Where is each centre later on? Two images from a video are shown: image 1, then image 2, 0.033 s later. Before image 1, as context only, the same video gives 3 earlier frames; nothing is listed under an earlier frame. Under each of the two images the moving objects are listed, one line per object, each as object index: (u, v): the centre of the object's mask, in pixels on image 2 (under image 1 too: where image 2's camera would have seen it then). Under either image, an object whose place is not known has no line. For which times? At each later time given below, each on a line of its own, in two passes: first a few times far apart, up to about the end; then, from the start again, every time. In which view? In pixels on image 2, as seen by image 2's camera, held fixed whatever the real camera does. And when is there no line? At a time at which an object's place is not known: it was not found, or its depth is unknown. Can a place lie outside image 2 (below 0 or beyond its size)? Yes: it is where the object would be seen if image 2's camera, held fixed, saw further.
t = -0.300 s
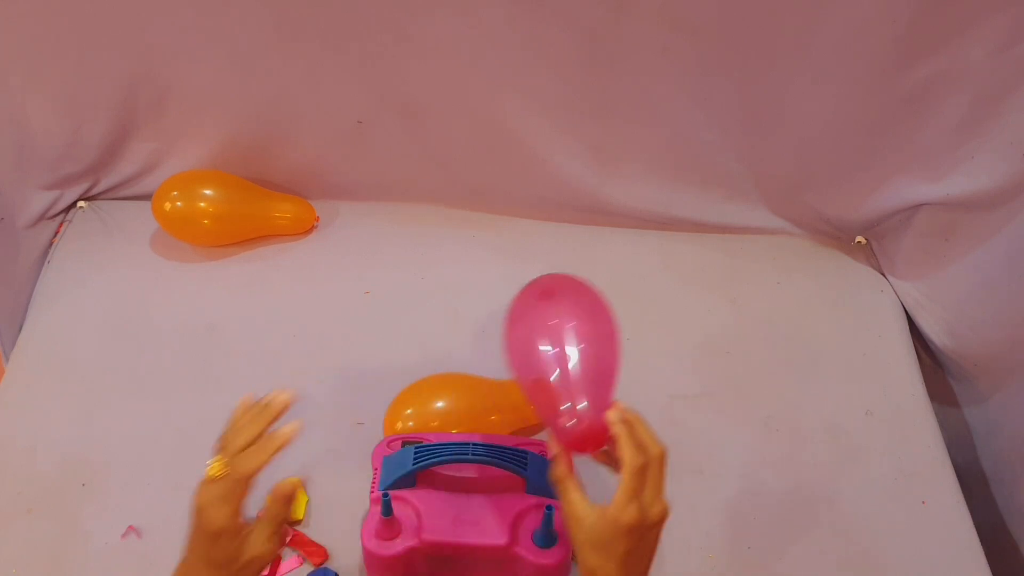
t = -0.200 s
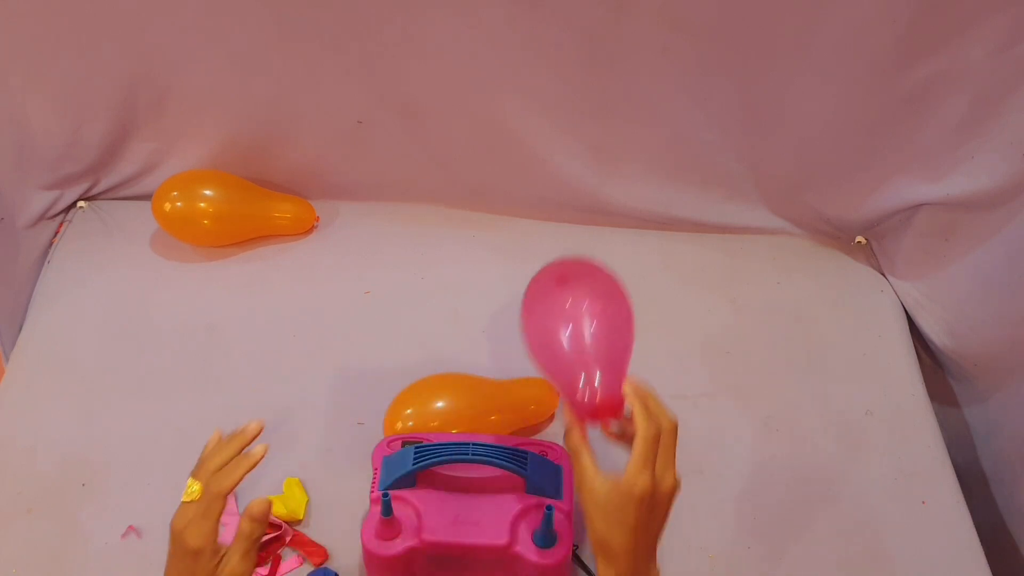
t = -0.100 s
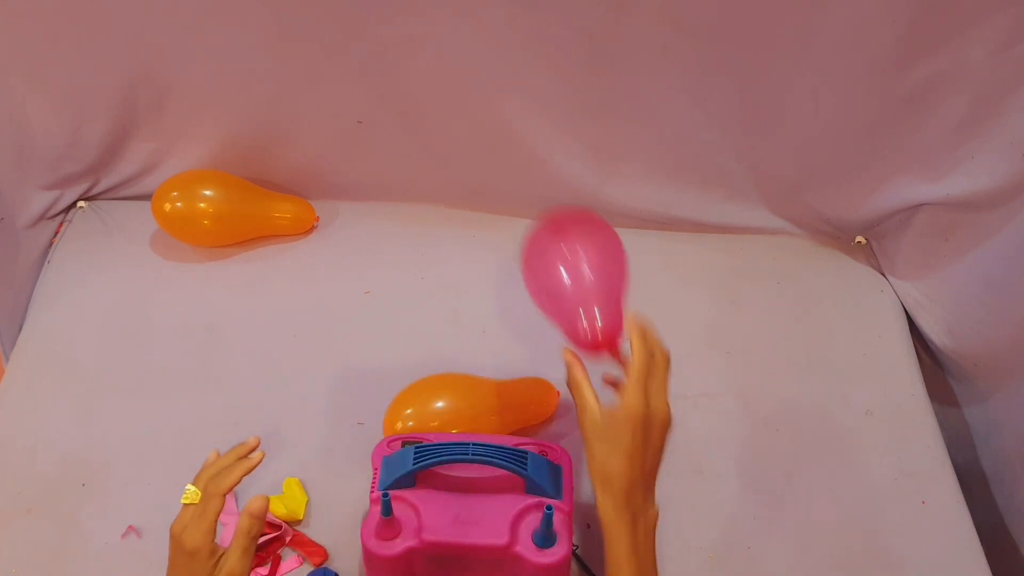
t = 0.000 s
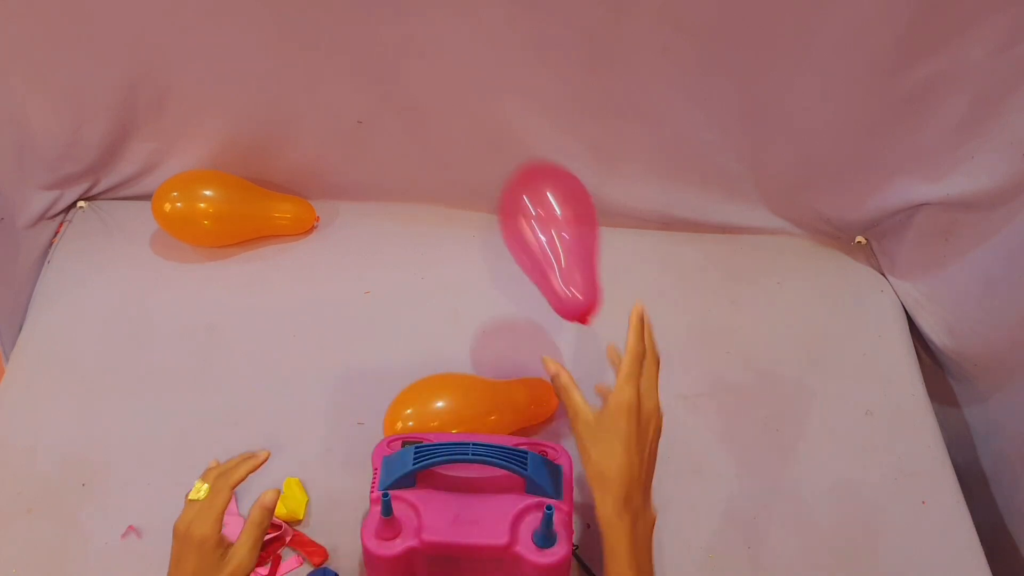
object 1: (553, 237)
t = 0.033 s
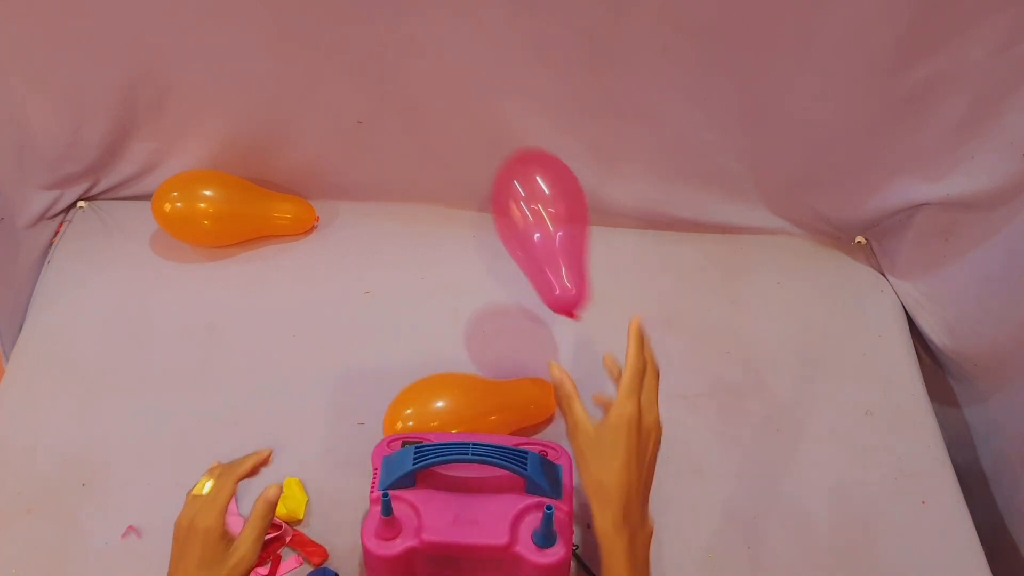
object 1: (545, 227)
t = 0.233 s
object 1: (488, 226)
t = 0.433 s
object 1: (461, 199)
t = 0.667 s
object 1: (437, 202)
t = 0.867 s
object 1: (415, 215)
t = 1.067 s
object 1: (389, 232)
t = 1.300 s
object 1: (375, 234)
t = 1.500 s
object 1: (365, 238)
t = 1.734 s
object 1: (365, 241)
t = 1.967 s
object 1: (365, 242)
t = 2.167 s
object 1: (365, 242)
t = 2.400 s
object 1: (364, 242)
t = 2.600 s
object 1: (364, 241)
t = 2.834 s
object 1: (364, 242)
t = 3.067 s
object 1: (364, 241)
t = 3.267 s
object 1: (364, 241)
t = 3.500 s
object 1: (364, 241)
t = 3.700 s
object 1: (364, 241)
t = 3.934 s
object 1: (364, 241)
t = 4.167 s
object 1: (364, 241)
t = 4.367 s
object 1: (364, 241)
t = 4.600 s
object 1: (364, 241)
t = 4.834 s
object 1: (364, 243)
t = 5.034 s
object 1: (364, 244)
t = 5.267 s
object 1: (364, 247)
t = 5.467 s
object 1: (365, 250)
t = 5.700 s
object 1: (366, 252)
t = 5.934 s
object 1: (366, 253)
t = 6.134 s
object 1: (366, 252)
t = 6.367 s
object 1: (366, 253)
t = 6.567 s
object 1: (366, 253)
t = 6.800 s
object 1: (366, 253)
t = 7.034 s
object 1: (366, 253)
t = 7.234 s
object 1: (366, 253)
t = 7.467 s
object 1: (366, 253)
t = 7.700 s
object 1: (366, 254)
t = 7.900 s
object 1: (366, 255)
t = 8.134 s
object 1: (367, 256)
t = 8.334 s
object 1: (367, 258)
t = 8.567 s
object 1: (368, 260)
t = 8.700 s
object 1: (368, 260)
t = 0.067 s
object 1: (535, 218)
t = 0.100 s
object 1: (526, 213)
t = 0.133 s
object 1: (517, 212)
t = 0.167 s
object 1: (507, 214)
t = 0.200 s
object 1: (498, 219)
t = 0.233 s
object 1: (488, 226)
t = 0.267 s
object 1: (478, 234)
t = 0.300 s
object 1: (473, 229)
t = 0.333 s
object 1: (470, 219)
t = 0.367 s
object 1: (467, 211)
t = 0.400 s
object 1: (464, 204)
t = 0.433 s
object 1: (461, 199)
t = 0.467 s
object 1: (457, 196)
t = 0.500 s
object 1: (453, 193)
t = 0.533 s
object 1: (450, 193)
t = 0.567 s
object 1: (446, 193)
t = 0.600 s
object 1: (443, 195)
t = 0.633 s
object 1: (440, 199)
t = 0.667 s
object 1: (437, 202)
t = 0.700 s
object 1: (434, 205)
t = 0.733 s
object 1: (430, 206)
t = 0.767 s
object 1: (428, 209)
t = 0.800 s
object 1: (425, 213)
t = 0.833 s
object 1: (422, 215)
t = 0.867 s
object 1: (415, 215)
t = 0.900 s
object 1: (407, 214)
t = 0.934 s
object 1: (399, 215)
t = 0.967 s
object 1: (393, 218)
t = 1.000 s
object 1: (388, 222)
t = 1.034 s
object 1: (388, 228)
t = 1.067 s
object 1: (389, 232)
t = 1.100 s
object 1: (389, 235)
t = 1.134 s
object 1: (386, 233)
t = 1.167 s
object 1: (384, 232)
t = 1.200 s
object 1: (382, 231)
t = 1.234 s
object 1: (380, 231)
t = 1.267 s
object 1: (377, 232)
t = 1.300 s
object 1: (375, 234)
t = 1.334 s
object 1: (373, 235)
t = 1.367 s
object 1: (372, 236)
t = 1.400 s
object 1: (371, 237)
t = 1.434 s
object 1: (370, 237)
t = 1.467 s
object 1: (367, 237)
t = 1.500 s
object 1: (365, 238)
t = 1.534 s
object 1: (365, 238)
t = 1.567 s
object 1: (365, 239)
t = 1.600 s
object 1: (365, 239)
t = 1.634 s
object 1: (365, 239)
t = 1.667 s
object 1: (365, 240)
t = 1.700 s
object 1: (365, 240)
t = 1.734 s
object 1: (365, 241)
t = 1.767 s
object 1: (365, 241)
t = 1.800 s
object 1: (365, 241)
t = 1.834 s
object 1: (365, 241)
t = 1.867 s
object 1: (365, 242)
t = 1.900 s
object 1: (365, 242)
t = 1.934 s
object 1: (365, 242)
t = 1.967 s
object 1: (365, 242)
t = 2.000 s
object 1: (364, 242)
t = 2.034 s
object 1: (364, 242)
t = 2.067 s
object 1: (364, 242)
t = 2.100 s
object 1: (364, 242)
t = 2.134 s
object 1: (364, 242)
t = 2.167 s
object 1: (365, 242)
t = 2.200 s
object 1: (364, 242)
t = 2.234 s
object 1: (364, 242)
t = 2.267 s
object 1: (364, 242)
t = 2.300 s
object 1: (364, 242)
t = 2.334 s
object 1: (364, 242)
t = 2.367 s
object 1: (364, 242)
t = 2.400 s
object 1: (364, 242)
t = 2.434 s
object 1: (364, 242)
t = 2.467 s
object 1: (364, 242)
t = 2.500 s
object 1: (364, 242)
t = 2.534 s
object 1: (364, 242)
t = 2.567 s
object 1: (364, 241)
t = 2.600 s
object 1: (364, 241)
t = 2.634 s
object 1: (364, 242)
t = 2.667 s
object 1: (364, 241)
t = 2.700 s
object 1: (364, 242)
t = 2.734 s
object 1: (364, 242)
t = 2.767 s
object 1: (364, 242)
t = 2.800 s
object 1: (364, 242)
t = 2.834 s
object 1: (364, 242)
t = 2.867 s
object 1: (364, 242)
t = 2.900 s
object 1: (364, 242)
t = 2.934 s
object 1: (364, 242)
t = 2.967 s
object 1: (364, 241)
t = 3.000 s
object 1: (364, 241)
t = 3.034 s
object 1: (364, 242)
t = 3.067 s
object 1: (364, 241)
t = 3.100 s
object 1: (364, 241)
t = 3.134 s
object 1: (364, 242)
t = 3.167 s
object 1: (364, 241)
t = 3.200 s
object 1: (364, 242)
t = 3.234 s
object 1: (364, 242)
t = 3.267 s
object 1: (364, 241)
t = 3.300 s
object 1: (364, 241)
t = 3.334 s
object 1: (364, 242)
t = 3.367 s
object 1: (364, 241)
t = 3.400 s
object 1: (364, 241)
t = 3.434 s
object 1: (364, 241)
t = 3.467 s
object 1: (364, 241)
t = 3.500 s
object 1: (364, 241)
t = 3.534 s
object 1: (364, 241)
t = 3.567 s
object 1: (364, 241)
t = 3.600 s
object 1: (364, 241)
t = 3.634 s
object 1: (364, 241)
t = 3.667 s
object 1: (364, 241)
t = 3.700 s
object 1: (364, 241)
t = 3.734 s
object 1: (364, 241)
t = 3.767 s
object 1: (364, 241)
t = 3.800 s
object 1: (364, 241)
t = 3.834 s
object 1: (364, 241)
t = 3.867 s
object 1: (364, 241)
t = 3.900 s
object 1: (364, 241)
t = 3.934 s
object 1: (364, 241)
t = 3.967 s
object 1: (364, 241)
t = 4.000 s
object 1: (364, 241)
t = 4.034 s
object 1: (364, 241)
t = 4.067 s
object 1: (364, 241)
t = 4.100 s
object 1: (364, 241)
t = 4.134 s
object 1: (364, 241)
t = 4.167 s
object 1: (364, 241)
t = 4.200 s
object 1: (364, 241)
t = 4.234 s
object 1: (364, 241)
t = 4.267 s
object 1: (364, 241)
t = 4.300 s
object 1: (364, 241)
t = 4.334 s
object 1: (364, 241)
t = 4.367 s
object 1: (364, 241)
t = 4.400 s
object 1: (364, 241)
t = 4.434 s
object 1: (364, 241)
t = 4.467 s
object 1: (364, 241)
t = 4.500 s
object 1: (364, 241)
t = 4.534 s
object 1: (364, 241)
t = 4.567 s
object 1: (364, 241)
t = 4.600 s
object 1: (364, 241)
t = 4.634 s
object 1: (364, 241)
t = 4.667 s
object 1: (364, 241)
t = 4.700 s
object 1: (364, 241)
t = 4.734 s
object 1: (364, 242)
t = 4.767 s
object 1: (364, 242)
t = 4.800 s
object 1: (364, 242)
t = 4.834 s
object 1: (364, 243)
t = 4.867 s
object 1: (364, 243)
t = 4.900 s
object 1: (364, 243)
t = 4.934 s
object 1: (364, 243)
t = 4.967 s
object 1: (364, 244)
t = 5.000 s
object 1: (364, 244)
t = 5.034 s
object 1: (364, 244)
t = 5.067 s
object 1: (364, 245)
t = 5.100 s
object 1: (364, 245)
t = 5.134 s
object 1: (365, 245)
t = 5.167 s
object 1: (364, 246)
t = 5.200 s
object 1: (365, 246)
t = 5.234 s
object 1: (365, 247)
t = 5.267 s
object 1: (364, 247)
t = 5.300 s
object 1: (364, 248)
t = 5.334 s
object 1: (365, 248)
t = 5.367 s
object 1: (365, 249)
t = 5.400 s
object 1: (365, 249)
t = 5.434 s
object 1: (365, 250)
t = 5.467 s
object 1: (365, 250)
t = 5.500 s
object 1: (365, 250)
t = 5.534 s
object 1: (365, 251)
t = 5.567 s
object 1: (365, 251)
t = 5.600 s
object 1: (365, 251)
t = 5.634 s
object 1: (366, 252)
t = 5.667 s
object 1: (366, 252)
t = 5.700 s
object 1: (366, 252)
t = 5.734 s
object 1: (366, 252)
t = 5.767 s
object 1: (366, 252)
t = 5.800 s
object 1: (366, 253)
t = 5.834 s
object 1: (366, 253)
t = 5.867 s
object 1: (366, 253)
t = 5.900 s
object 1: (366, 253)
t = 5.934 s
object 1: (366, 253)
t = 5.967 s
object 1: (366, 253)
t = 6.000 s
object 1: (366, 253)
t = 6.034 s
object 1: (366, 253)
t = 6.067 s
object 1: (366, 253)
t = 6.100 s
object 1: (366, 253)
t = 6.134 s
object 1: (366, 252)
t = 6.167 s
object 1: (366, 253)
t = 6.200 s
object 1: (366, 253)
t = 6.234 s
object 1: (366, 252)
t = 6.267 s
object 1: (366, 253)
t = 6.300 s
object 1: (366, 253)
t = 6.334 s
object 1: (366, 253)
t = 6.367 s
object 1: (366, 253)
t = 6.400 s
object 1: (366, 253)
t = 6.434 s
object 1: (366, 253)
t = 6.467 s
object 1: (366, 253)
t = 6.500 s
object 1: (366, 253)
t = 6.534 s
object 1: (366, 253)
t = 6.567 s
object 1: (366, 253)
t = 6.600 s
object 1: (366, 253)
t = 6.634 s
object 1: (366, 253)
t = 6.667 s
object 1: (366, 253)
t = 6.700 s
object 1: (366, 253)
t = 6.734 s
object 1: (366, 253)
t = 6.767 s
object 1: (366, 253)
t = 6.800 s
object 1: (366, 253)
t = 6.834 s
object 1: (366, 253)
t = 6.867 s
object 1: (366, 253)
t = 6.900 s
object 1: (366, 253)
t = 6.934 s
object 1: (366, 253)
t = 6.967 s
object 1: (366, 253)
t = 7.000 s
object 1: (366, 253)
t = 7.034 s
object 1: (366, 253)
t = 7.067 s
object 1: (366, 253)
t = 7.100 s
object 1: (366, 253)
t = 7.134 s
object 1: (366, 253)
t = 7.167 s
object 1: (366, 253)
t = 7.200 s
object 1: (366, 253)
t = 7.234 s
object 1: (366, 253)
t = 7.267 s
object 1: (366, 253)
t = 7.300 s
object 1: (366, 253)
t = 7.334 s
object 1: (366, 253)
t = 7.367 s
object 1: (366, 253)
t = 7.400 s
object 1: (366, 253)
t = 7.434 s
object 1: (366, 253)
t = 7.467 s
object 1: (366, 253)
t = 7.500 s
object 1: (366, 253)
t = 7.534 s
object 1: (366, 253)
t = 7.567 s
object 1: (366, 254)
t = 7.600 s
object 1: (366, 253)
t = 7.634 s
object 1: (366, 254)
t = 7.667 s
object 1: (366, 253)
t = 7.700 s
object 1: (366, 254)
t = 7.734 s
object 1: (366, 254)
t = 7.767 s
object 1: (366, 254)
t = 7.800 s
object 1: (366, 254)
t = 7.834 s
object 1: (366, 254)
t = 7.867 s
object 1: (366, 254)
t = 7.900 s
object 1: (366, 255)
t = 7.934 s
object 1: (366, 255)
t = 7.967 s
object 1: (366, 255)
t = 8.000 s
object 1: (367, 255)
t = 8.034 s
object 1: (366, 255)
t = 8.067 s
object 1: (366, 255)
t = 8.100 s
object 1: (367, 256)
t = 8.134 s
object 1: (367, 256)
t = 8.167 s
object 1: (367, 256)
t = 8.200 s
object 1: (367, 256)
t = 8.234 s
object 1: (367, 257)
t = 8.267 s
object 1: (367, 257)
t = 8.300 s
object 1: (367, 257)
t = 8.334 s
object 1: (367, 258)
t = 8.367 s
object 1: (367, 258)
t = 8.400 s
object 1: (367, 258)
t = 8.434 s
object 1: (367, 258)
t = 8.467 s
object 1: (367, 258)
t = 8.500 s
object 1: (367, 259)
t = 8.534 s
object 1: (367, 259)
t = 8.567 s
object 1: (368, 260)
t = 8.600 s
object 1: (368, 260)
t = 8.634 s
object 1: (368, 260)
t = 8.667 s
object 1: (367, 260)
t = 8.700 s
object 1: (368, 260)
